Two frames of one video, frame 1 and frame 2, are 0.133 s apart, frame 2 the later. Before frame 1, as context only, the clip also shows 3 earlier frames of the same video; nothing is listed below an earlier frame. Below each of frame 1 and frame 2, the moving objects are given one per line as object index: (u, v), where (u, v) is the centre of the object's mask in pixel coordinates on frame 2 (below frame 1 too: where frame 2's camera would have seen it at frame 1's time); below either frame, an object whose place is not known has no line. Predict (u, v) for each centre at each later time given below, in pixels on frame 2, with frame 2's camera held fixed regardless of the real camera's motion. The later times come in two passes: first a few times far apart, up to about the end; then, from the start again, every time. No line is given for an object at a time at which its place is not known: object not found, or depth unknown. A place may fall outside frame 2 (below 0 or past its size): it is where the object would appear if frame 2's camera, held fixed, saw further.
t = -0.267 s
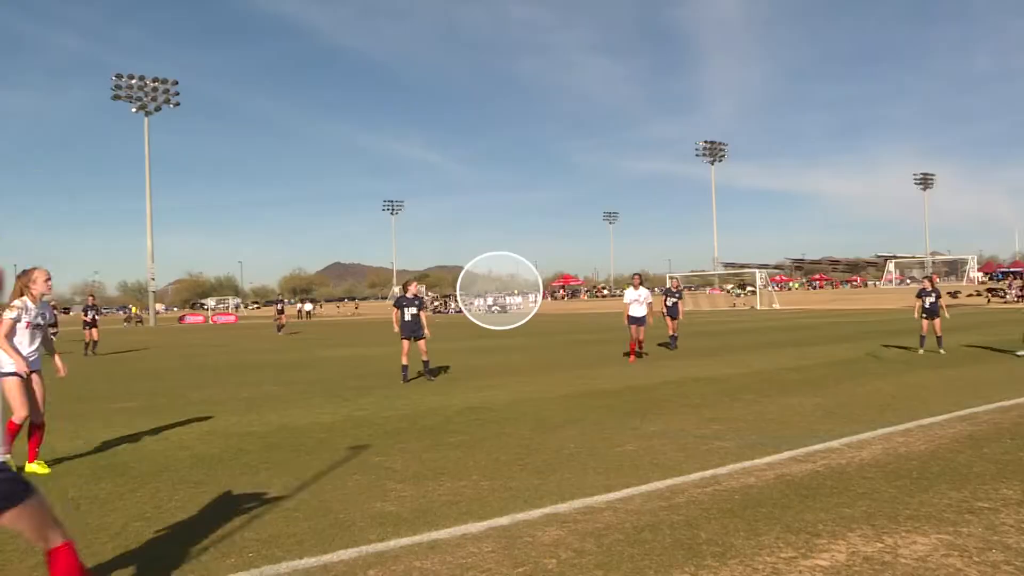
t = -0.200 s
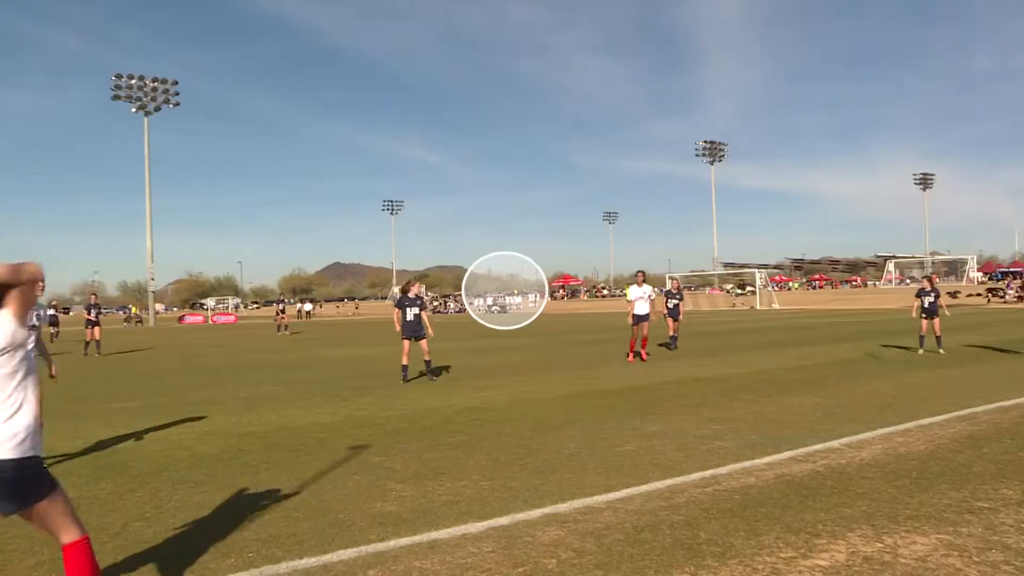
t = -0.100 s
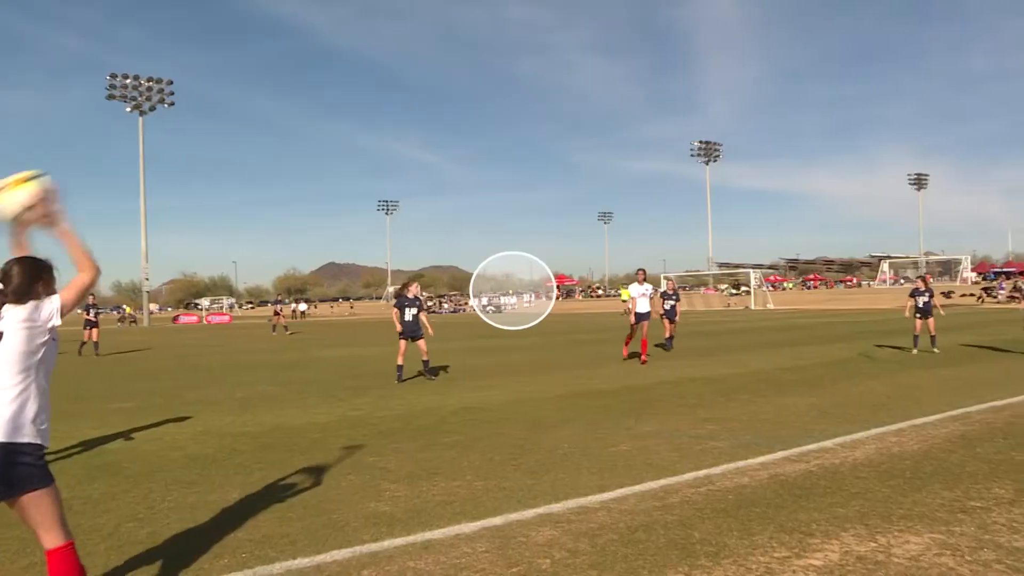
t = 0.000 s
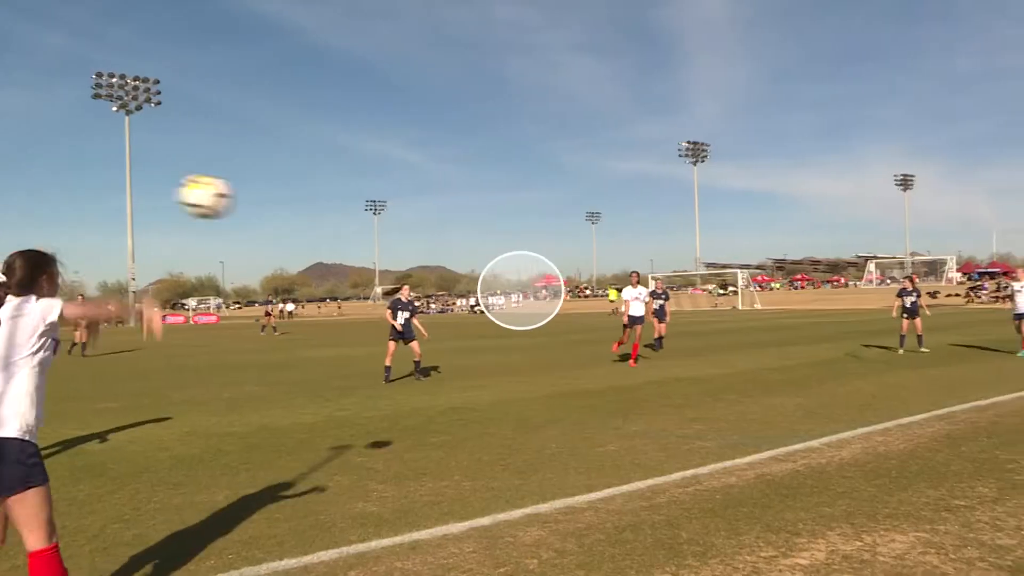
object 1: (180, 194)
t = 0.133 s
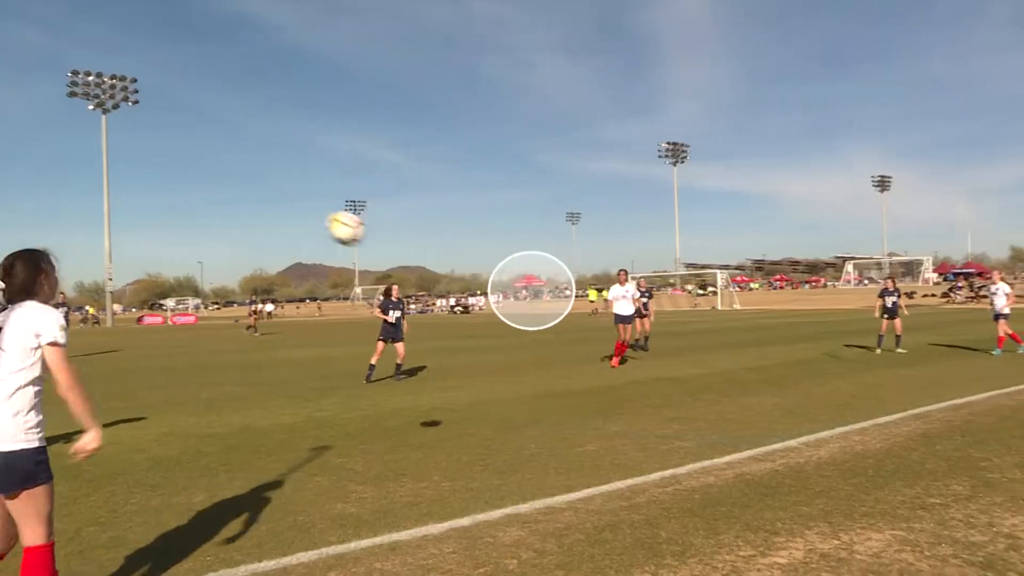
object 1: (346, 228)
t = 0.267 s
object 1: (447, 270)
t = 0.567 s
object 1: (578, 378)
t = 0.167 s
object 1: (375, 238)
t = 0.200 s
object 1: (401, 248)
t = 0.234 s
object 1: (425, 258)
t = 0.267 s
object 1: (447, 270)
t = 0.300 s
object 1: (466, 281)
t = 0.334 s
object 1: (484, 292)
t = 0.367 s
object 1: (499, 304)
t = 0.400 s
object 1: (516, 317)
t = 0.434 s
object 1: (529, 329)
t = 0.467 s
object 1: (542, 341)
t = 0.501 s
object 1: (555, 353)
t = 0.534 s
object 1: (566, 365)
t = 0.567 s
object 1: (578, 378)
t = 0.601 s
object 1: (588, 391)
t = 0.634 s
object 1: (595, 391)
